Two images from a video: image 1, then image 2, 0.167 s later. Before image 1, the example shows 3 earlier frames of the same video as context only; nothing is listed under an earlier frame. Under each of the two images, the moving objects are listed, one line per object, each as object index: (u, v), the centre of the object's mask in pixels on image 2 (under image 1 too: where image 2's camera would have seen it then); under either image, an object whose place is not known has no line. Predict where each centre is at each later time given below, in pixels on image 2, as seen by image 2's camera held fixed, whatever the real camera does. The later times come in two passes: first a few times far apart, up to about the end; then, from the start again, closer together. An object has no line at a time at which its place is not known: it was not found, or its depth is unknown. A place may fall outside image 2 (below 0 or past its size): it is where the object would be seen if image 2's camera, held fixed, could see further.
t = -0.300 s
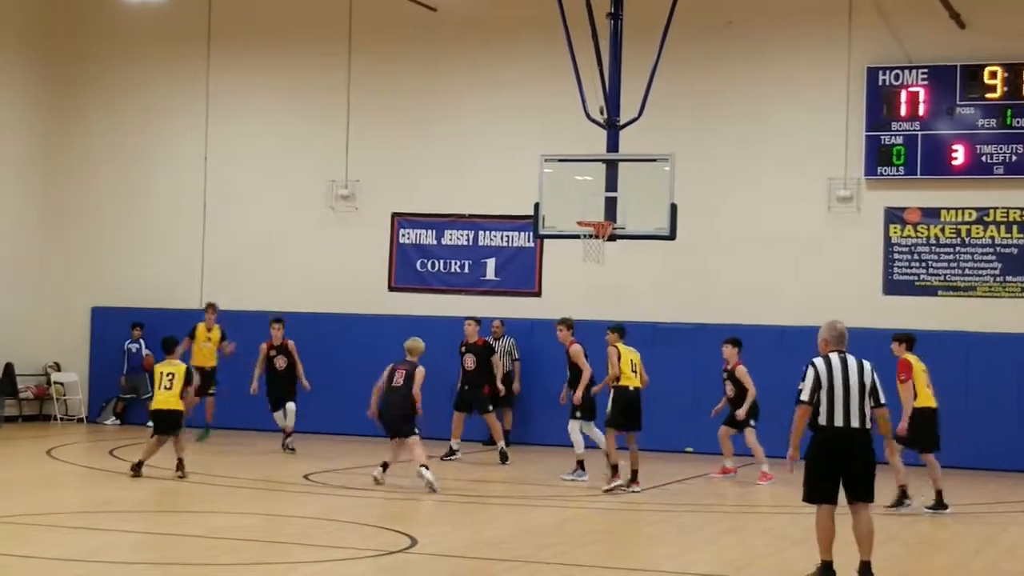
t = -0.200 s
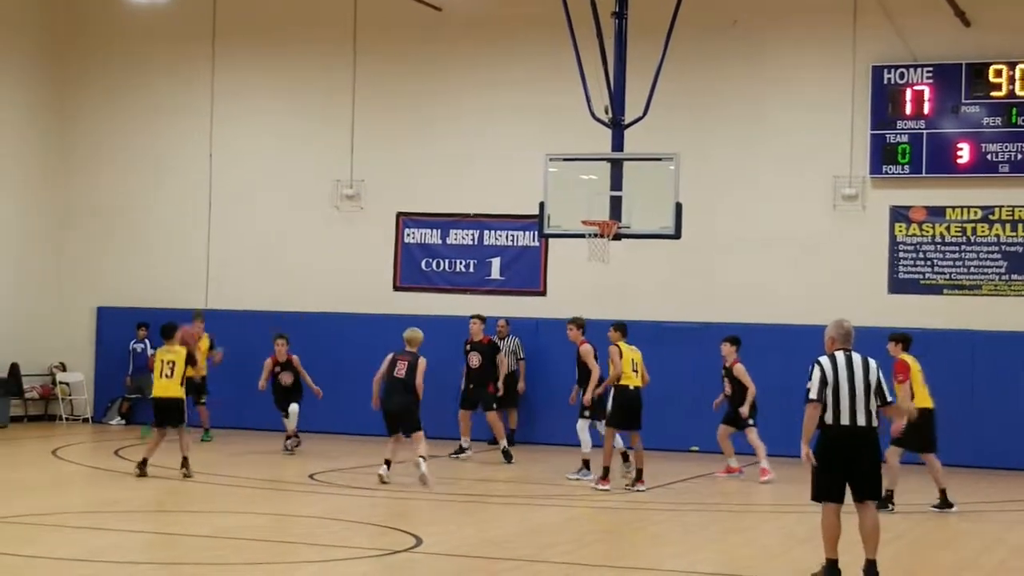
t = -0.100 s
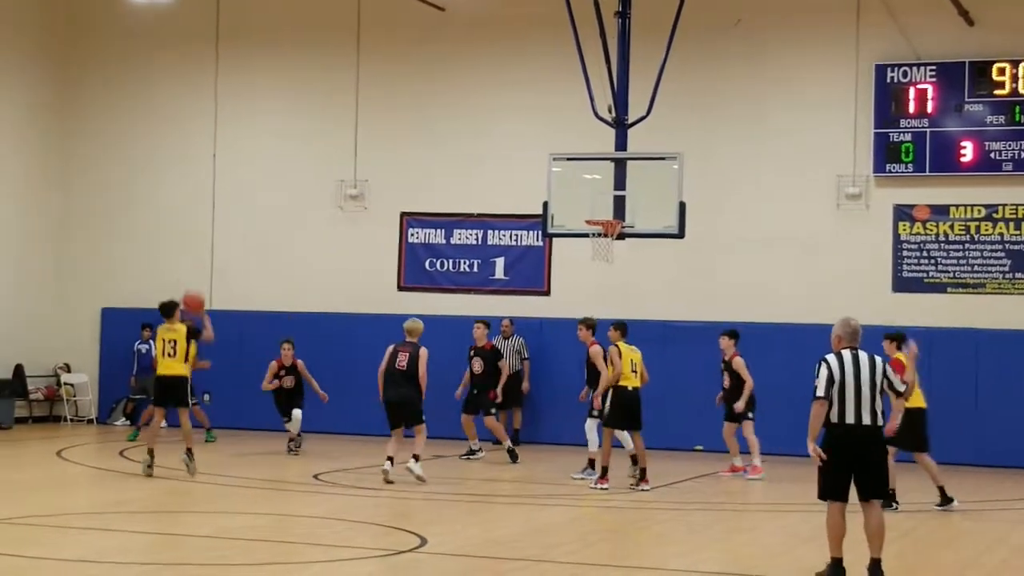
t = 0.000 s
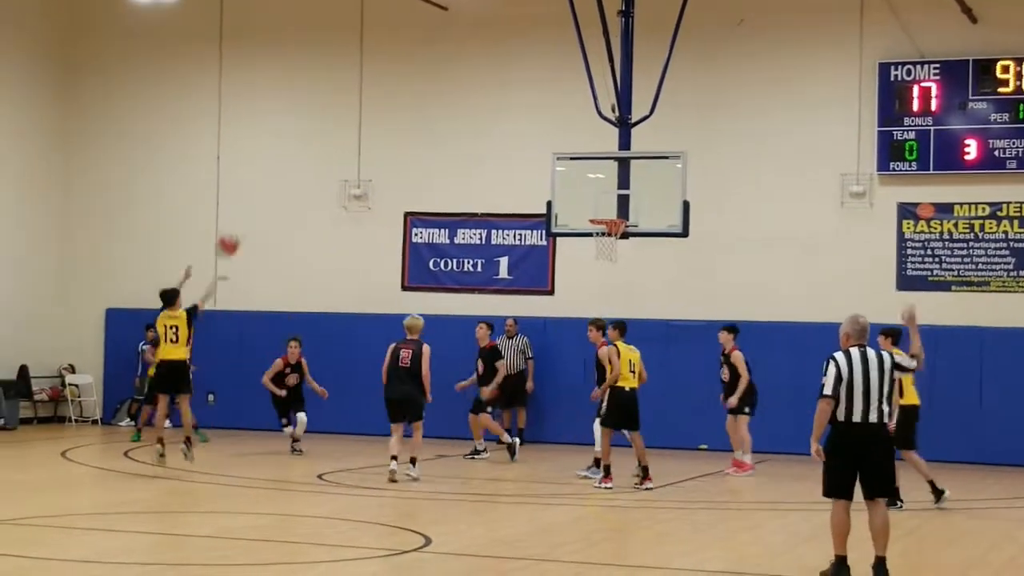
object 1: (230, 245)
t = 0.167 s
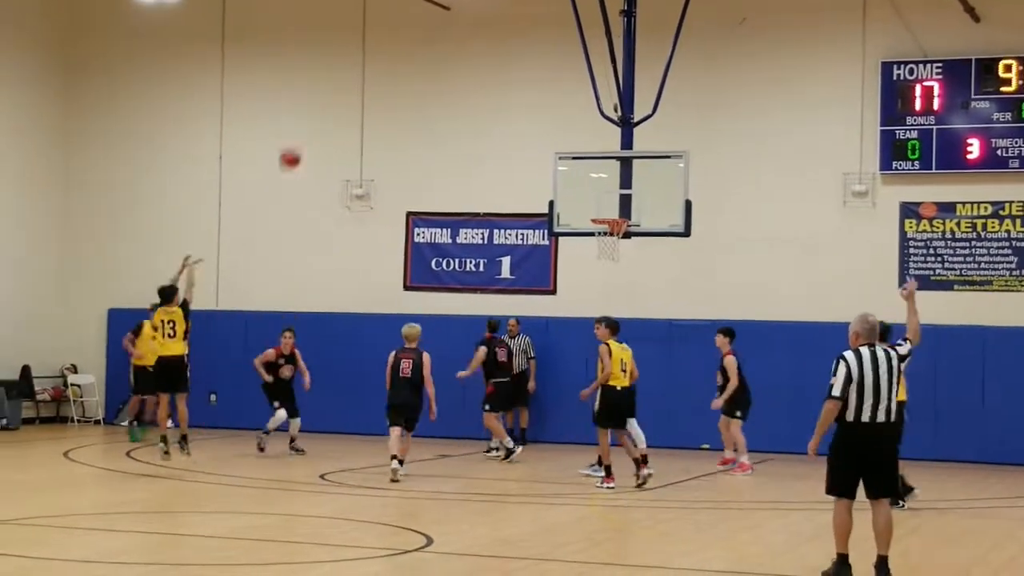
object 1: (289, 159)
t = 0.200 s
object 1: (301, 145)
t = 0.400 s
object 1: (365, 84)
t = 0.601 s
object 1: (423, 60)
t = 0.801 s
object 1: (476, 69)
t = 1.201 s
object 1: (572, 177)
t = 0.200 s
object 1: (301, 145)
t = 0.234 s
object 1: (312, 132)
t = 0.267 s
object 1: (322, 121)
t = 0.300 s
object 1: (334, 110)
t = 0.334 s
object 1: (345, 100)
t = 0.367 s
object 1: (355, 91)
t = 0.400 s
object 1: (365, 84)
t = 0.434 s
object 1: (375, 77)
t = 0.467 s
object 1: (385, 72)
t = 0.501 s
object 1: (395, 68)
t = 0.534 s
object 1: (403, 64)
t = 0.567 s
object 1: (413, 61)
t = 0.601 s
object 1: (423, 60)
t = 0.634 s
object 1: (431, 59)
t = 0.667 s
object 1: (441, 59)
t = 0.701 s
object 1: (449, 60)
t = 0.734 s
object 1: (458, 62)
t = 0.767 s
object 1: (467, 66)
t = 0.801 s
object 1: (476, 69)
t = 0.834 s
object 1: (484, 74)
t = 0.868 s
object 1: (492, 79)
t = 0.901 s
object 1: (501, 86)
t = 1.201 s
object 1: (572, 177)
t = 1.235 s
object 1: (578, 190)
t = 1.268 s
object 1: (585, 205)
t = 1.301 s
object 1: (587, 210)
